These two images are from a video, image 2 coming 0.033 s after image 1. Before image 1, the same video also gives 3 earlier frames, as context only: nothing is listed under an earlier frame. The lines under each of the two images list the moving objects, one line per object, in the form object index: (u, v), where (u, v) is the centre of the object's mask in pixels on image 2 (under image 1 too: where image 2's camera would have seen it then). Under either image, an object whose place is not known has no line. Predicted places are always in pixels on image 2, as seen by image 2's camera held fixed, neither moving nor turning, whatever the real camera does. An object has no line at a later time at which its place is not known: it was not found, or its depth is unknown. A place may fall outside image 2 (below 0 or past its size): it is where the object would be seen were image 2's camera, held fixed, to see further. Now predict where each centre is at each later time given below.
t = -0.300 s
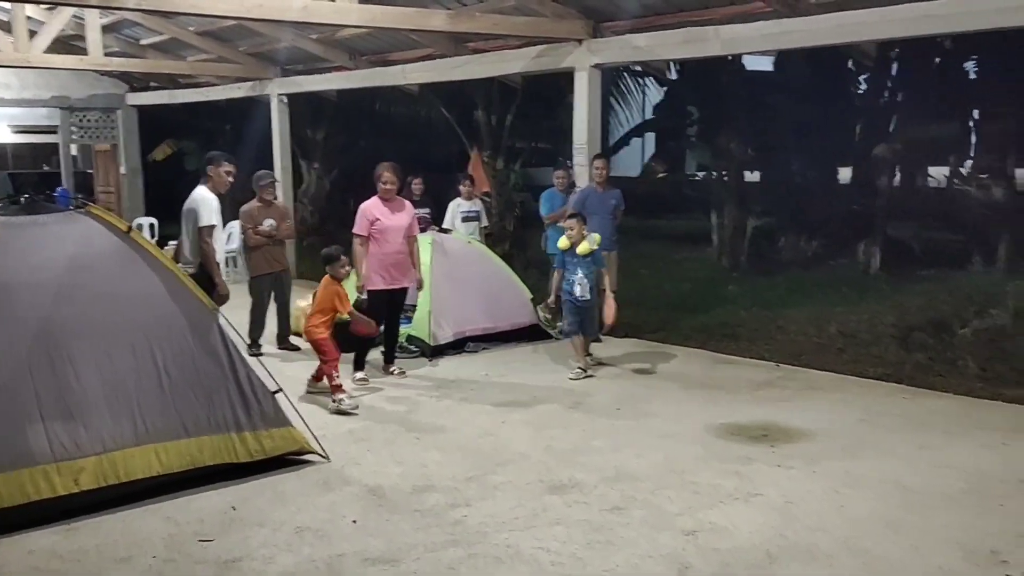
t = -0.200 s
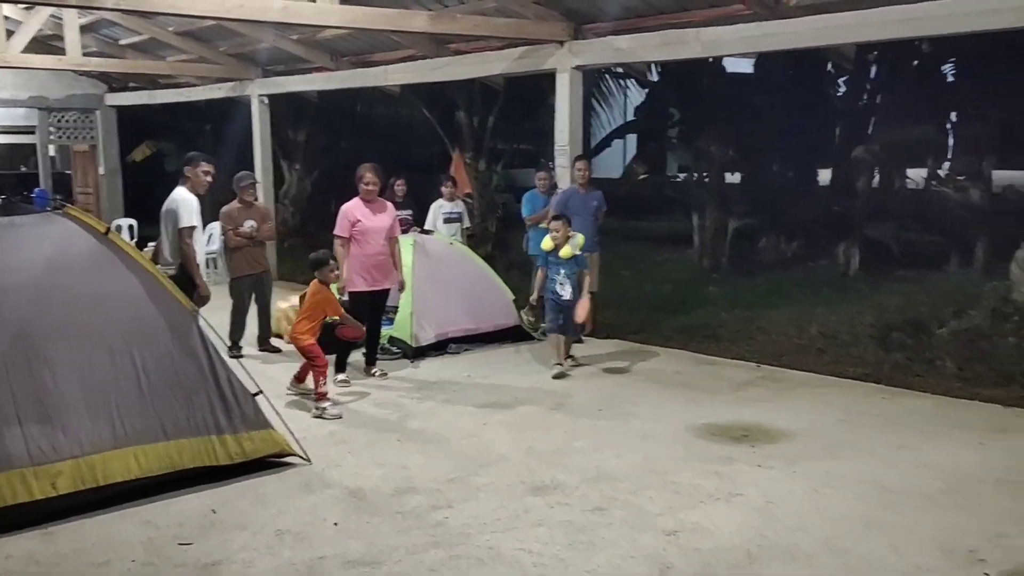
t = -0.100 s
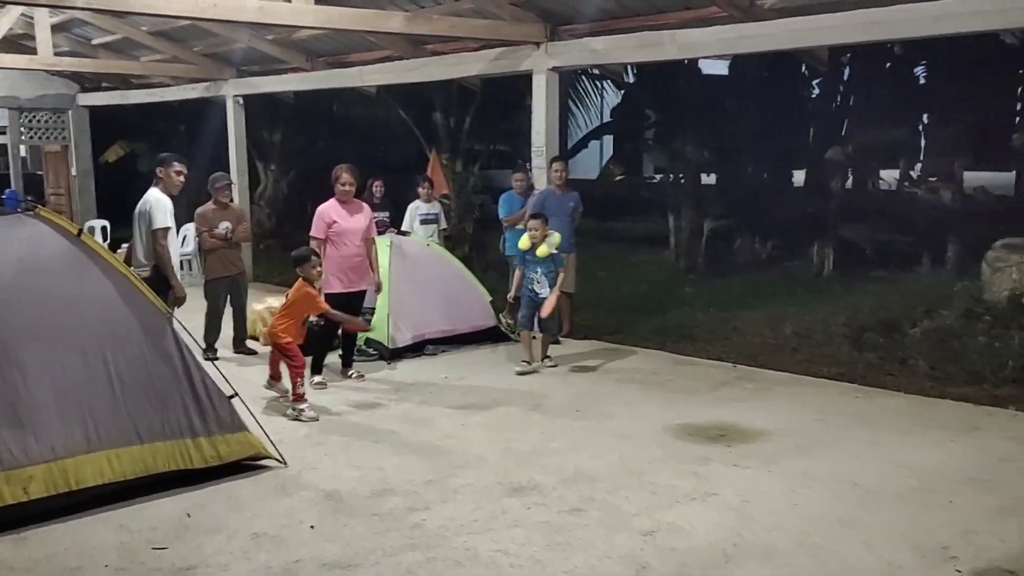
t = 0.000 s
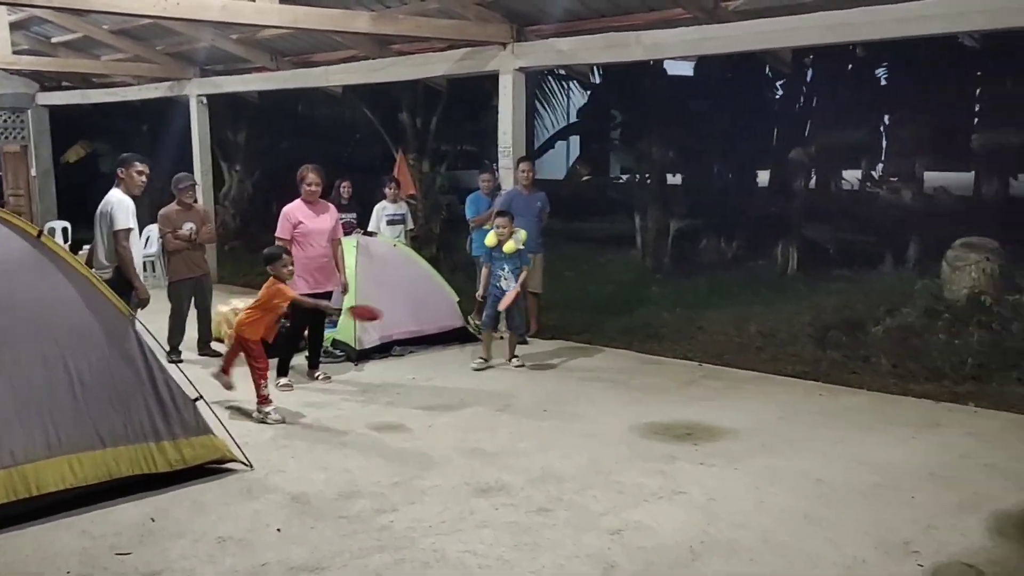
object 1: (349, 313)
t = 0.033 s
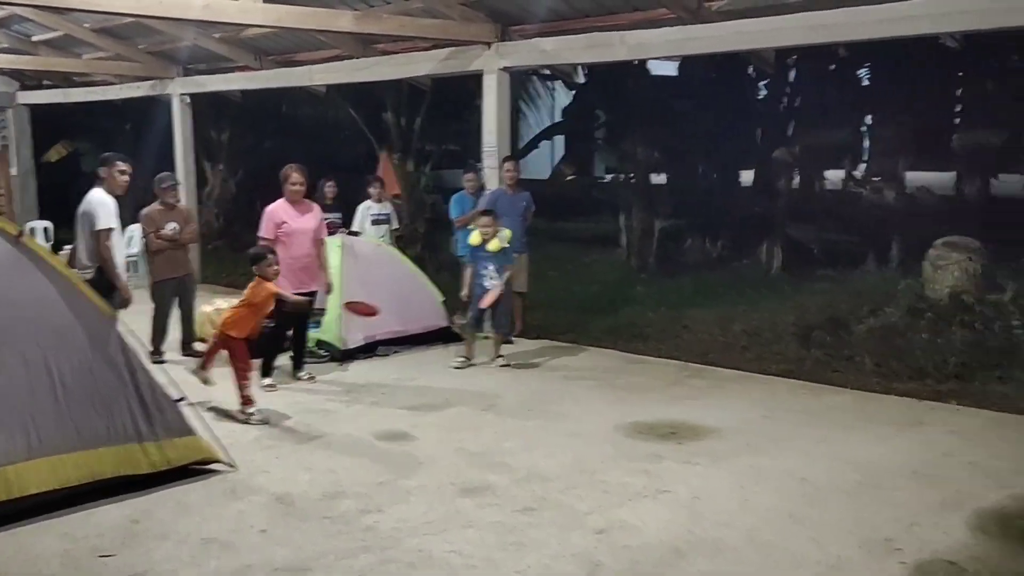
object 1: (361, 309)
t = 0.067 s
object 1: (375, 305)
